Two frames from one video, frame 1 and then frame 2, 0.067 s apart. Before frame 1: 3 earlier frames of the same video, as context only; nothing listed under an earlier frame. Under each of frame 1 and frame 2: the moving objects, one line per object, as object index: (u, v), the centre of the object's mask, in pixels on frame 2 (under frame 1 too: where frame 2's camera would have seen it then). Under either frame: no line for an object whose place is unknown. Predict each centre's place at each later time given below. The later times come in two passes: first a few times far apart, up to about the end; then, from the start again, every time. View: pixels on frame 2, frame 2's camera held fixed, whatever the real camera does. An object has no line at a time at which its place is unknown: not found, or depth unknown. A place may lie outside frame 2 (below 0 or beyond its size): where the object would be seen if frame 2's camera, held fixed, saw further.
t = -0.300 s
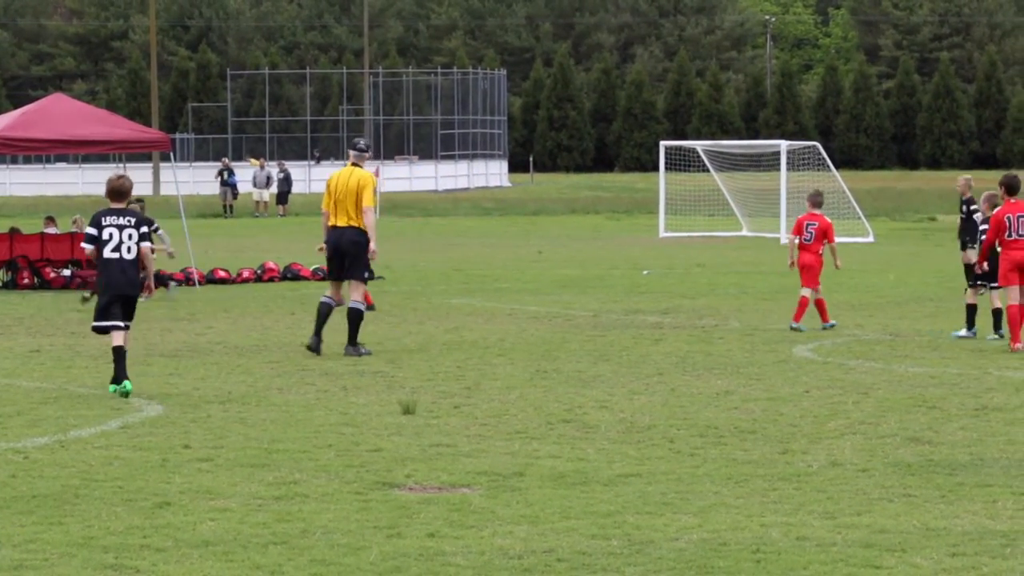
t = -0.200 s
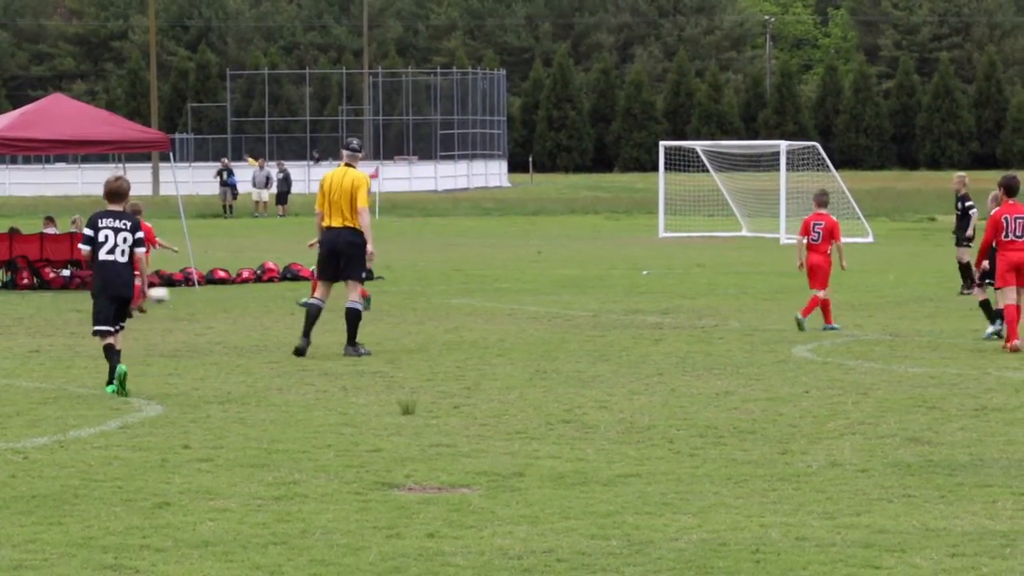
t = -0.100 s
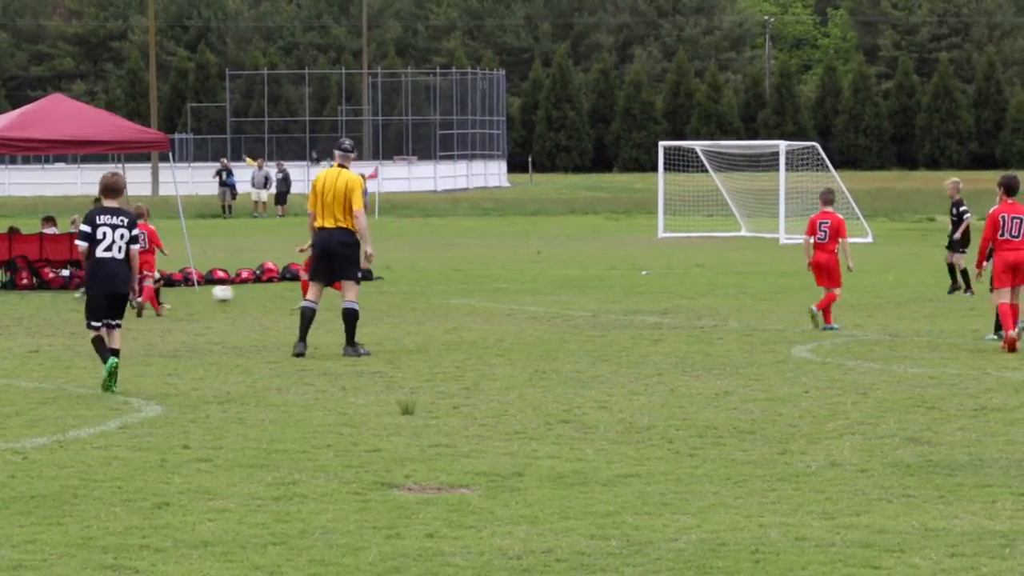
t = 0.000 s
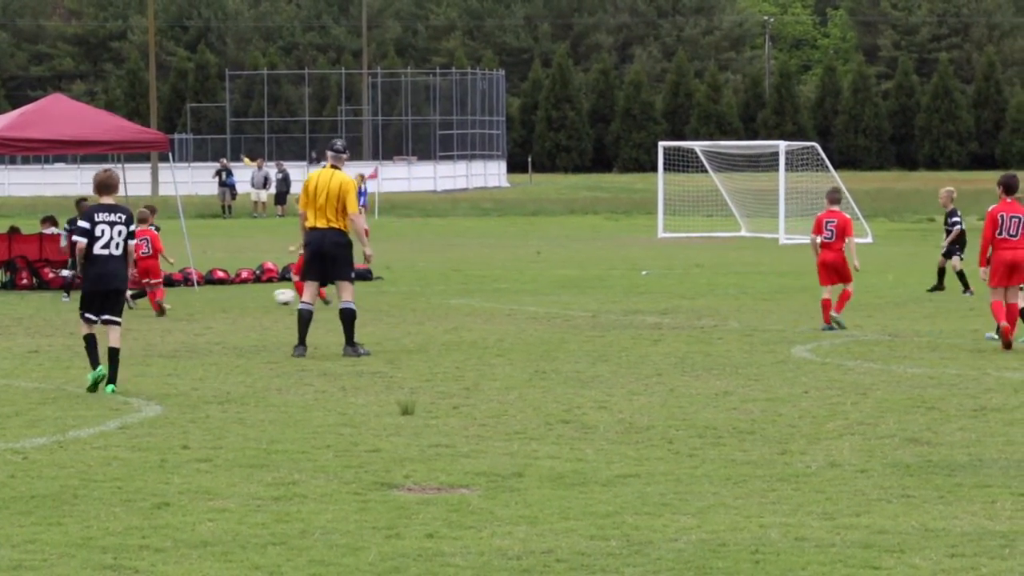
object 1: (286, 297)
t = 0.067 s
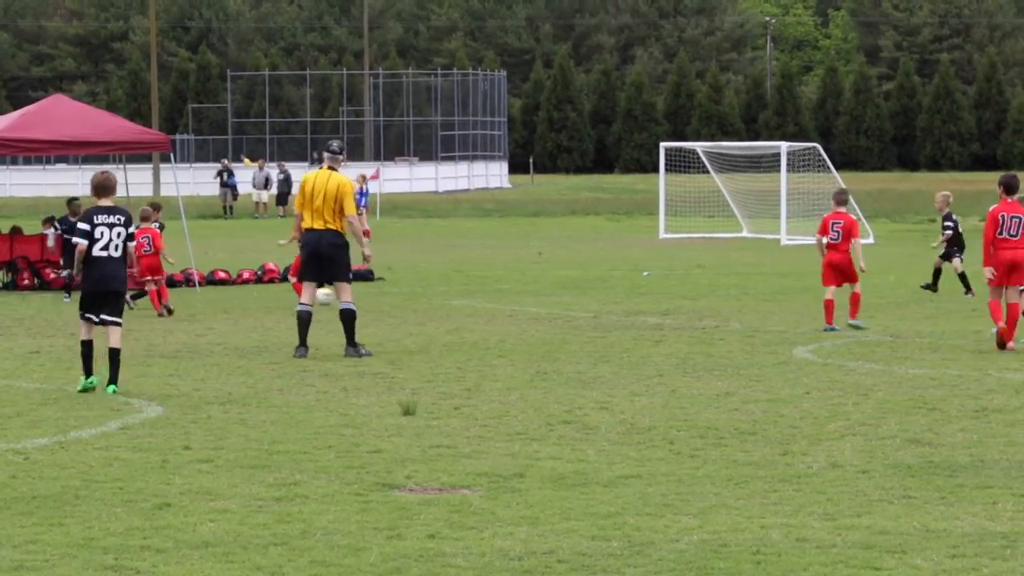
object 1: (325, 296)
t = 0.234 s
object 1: (405, 292)
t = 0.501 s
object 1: (511, 289)
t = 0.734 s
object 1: (572, 283)
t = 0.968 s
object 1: (624, 273)
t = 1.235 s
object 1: (678, 275)
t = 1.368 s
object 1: (703, 277)
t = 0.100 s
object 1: (333, 296)
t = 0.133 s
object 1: (358, 295)
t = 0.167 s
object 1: (374, 294)
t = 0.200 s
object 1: (389, 292)
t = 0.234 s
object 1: (405, 292)
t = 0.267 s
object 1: (421, 293)
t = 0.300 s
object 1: (435, 292)
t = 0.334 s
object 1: (448, 289)
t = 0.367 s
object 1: (461, 288)
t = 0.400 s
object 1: (473, 287)
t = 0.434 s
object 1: (485, 287)
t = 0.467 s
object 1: (498, 288)
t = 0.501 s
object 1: (511, 289)
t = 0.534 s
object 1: (520, 287)
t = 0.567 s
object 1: (529, 284)
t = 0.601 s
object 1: (538, 282)
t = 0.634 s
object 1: (546, 281)
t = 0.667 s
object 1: (555, 281)
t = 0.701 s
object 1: (564, 282)
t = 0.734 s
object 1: (572, 283)
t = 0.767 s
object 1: (581, 285)
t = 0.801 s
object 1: (589, 285)
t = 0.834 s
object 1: (596, 281)
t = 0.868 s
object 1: (602, 278)
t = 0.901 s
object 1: (610, 275)
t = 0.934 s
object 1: (617, 274)
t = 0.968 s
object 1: (624, 273)
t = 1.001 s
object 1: (631, 273)
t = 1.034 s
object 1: (638, 274)
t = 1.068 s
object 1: (644, 275)
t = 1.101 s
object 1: (651, 278)
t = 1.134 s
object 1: (658, 280)
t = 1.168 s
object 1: (664, 279)
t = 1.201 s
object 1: (671, 277)
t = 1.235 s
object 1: (678, 275)
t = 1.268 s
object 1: (683, 275)
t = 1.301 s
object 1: (691, 275)
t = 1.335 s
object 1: (697, 276)
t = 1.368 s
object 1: (703, 277)
